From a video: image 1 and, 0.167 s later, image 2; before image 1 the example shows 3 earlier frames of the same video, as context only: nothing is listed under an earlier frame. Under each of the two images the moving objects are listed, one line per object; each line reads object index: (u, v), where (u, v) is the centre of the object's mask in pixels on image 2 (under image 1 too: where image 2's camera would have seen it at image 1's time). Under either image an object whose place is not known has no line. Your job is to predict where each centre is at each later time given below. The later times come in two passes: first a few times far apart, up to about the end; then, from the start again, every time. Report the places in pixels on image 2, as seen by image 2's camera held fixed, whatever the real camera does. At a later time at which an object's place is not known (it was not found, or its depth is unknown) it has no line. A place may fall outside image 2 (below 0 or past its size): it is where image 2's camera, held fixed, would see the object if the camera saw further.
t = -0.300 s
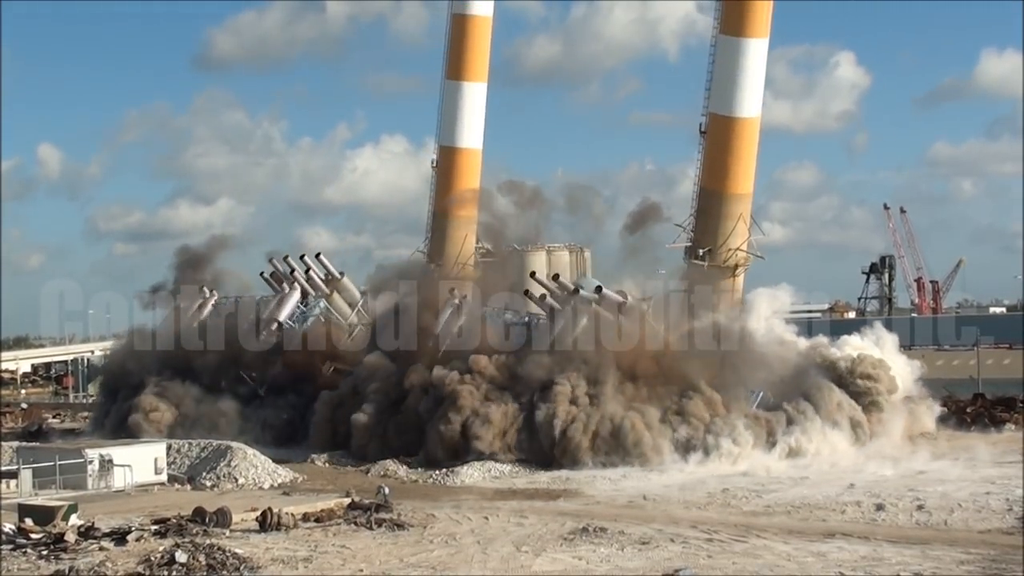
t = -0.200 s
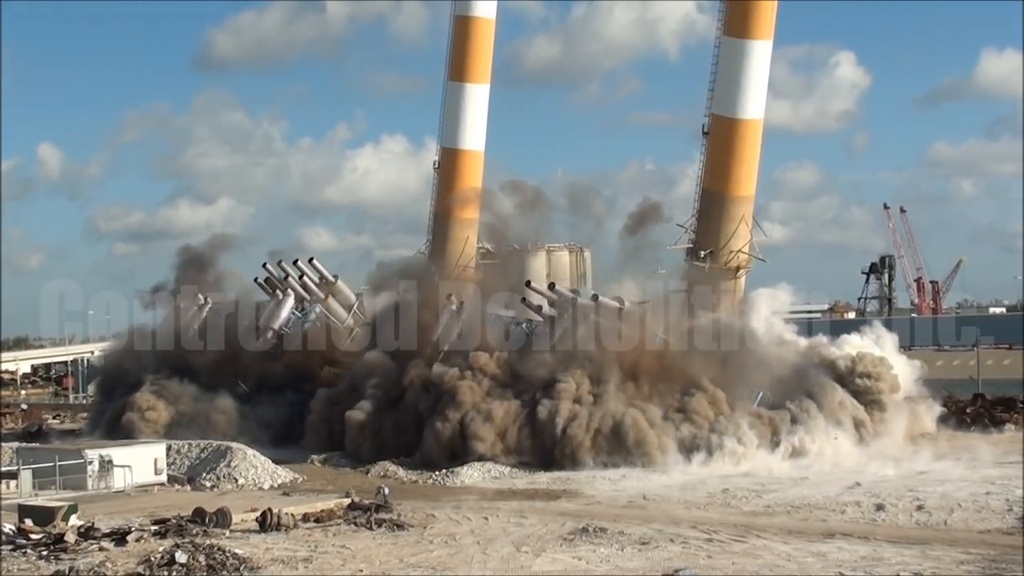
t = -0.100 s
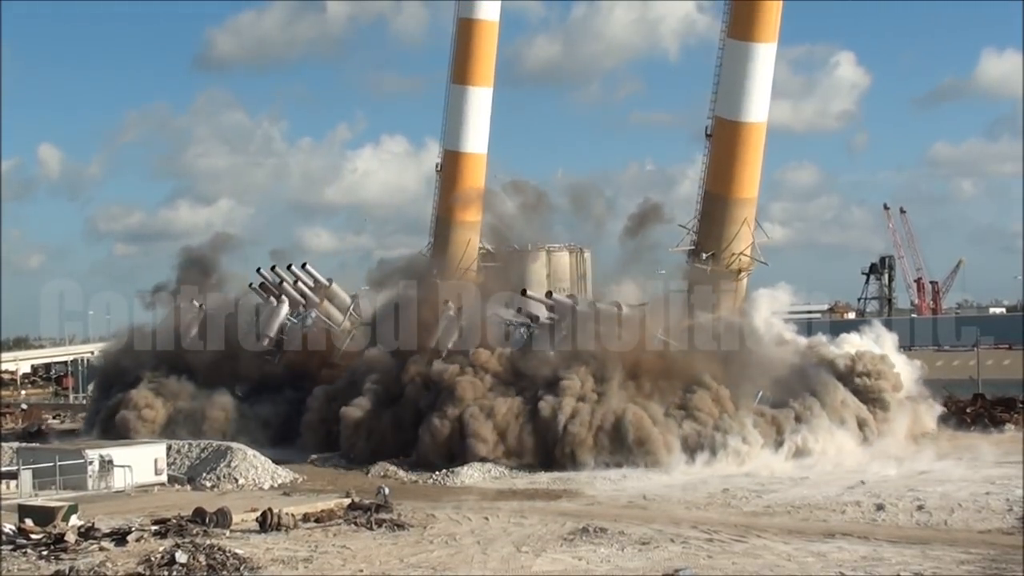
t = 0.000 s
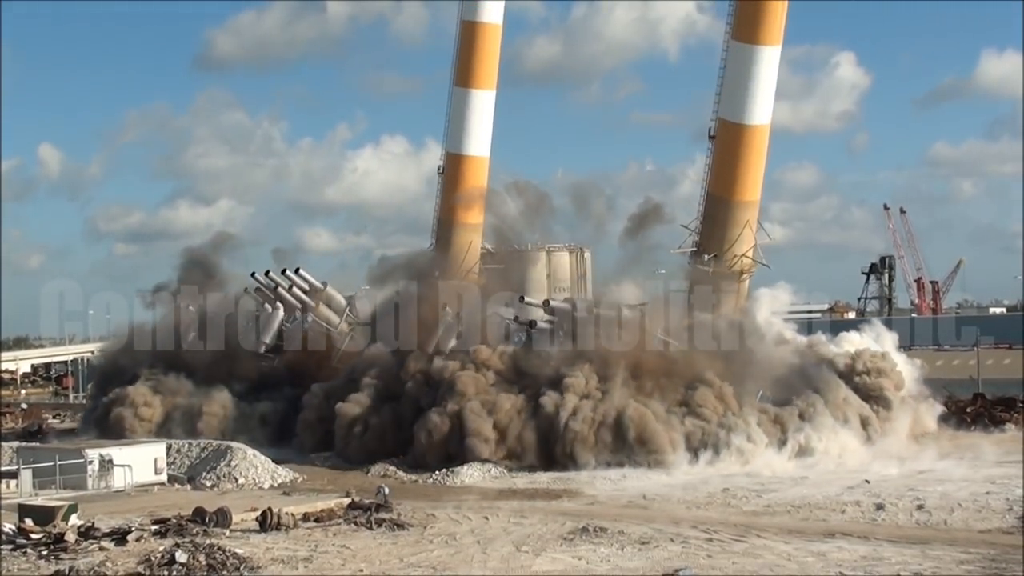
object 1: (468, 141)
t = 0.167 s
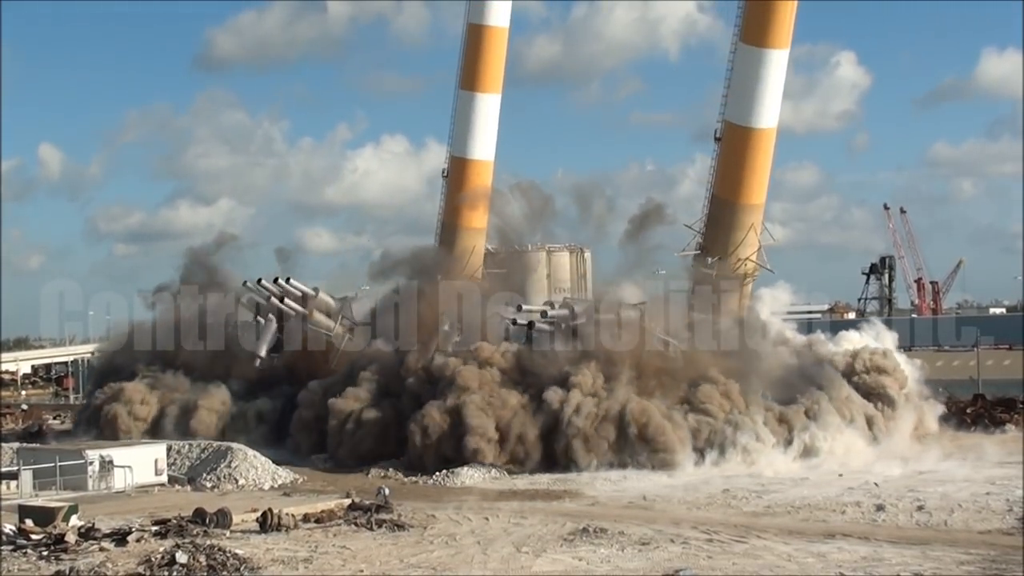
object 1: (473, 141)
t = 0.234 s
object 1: (475, 141)
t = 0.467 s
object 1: (483, 141)
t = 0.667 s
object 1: (489, 143)
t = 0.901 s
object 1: (500, 141)
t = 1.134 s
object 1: (510, 142)
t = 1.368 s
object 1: (522, 142)
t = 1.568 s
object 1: (534, 144)
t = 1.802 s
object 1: (551, 141)
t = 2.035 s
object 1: (569, 141)
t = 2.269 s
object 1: (590, 144)
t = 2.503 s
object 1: (617, 145)
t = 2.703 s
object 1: (638, 157)
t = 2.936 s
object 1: (664, 179)
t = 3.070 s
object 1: (684, 189)
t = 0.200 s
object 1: (474, 141)
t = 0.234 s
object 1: (475, 141)
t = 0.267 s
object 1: (476, 141)
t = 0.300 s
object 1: (477, 141)
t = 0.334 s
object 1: (478, 142)
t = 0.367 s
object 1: (479, 141)
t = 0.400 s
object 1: (481, 141)
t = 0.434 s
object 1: (481, 141)
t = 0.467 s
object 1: (483, 141)
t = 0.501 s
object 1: (484, 141)
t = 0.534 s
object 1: (485, 141)
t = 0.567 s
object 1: (486, 142)
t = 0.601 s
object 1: (488, 140)
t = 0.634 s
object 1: (488, 143)
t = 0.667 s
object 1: (489, 143)
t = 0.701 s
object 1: (491, 141)
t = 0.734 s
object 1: (493, 141)
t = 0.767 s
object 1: (494, 141)
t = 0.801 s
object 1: (495, 141)
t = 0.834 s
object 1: (497, 141)
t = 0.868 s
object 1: (498, 143)
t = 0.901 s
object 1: (500, 141)
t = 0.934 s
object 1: (501, 142)
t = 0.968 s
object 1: (503, 143)
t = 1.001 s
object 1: (504, 142)
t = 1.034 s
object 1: (505, 143)
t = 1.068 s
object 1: (507, 143)
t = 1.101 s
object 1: (509, 142)
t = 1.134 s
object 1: (510, 142)
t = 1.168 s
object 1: (512, 143)
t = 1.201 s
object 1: (513, 143)
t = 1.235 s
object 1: (513, 147)
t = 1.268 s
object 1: (515, 147)
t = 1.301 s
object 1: (517, 147)
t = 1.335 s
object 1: (518, 148)
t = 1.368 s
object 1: (522, 142)
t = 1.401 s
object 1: (524, 143)
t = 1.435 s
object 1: (526, 143)
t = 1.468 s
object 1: (528, 143)
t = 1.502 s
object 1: (530, 143)
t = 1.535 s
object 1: (532, 144)
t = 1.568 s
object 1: (534, 144)
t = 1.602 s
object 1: (536, 144)
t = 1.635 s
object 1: (538, 145)
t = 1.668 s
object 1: (540, 143)
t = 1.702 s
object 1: (543, 142)
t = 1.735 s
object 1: (546, 142)
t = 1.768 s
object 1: (548, 141)
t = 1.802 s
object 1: (551, 141)
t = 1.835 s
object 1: (553, 141)
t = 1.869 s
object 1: (556, 140)
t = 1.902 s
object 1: (559, 139)
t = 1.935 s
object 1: (561, 141)
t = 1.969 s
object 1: (564, 140)
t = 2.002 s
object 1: (567, 141)
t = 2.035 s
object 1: (569, 141)
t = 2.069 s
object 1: (572, 141)
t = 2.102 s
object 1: (575, 142)
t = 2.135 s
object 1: (578, 143)
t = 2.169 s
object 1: (580, 143)
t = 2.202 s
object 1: (583, 144)
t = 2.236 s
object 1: (587, 144)
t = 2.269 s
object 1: (590, 144)
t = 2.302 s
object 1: (594, 143)
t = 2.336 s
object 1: (598, 144)
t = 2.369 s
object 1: (602, 142)
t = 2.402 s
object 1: (606, 144)
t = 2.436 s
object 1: (608, 146)
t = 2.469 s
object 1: (613, 144)
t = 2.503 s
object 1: (617, 145)
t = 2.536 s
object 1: (621, 146)
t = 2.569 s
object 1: (625, 146)
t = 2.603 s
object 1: (628, 150)
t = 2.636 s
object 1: (632, 151)
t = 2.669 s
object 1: (635, 154)
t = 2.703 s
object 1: (638, 157)
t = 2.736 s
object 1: (642, 159)
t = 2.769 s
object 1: (646, 162)
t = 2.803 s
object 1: (649, 165)
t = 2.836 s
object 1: (653, 168)
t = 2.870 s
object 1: (657, 171)
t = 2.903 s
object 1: (661, 174)
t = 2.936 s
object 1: (664, 179)
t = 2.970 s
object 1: (668, 181)
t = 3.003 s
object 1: (675, 183)
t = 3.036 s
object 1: (680, 187)
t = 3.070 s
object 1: (684, 189)
